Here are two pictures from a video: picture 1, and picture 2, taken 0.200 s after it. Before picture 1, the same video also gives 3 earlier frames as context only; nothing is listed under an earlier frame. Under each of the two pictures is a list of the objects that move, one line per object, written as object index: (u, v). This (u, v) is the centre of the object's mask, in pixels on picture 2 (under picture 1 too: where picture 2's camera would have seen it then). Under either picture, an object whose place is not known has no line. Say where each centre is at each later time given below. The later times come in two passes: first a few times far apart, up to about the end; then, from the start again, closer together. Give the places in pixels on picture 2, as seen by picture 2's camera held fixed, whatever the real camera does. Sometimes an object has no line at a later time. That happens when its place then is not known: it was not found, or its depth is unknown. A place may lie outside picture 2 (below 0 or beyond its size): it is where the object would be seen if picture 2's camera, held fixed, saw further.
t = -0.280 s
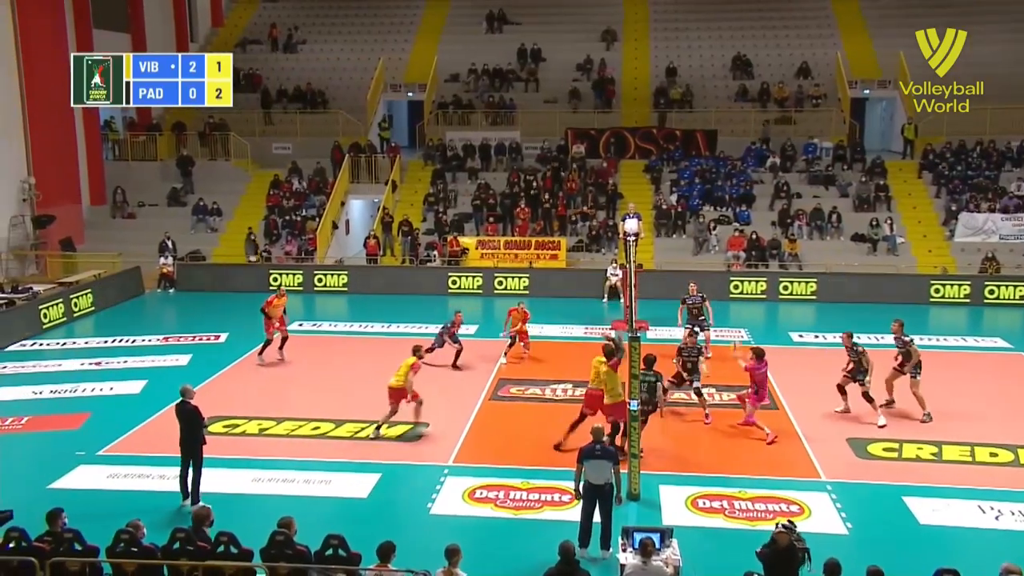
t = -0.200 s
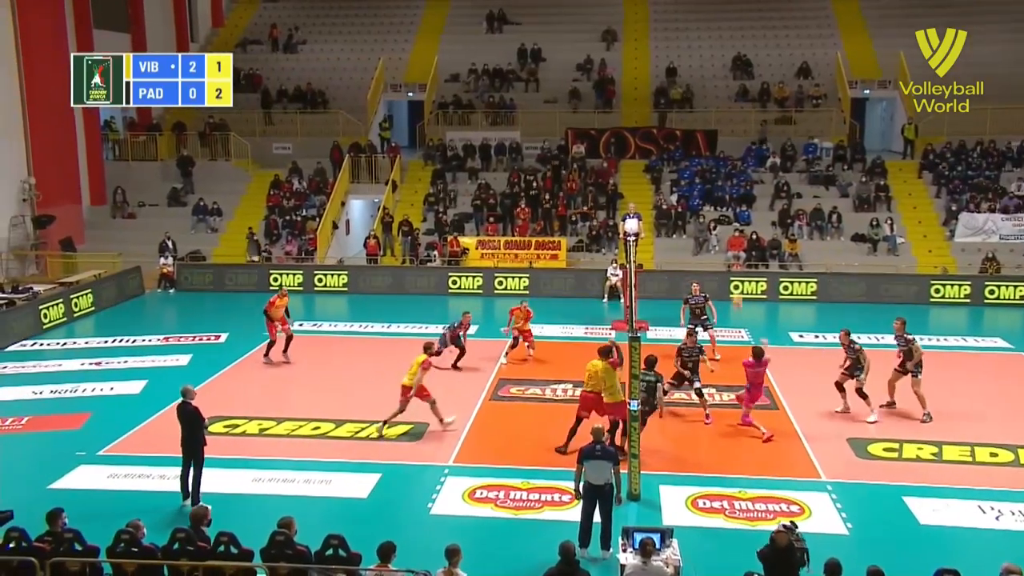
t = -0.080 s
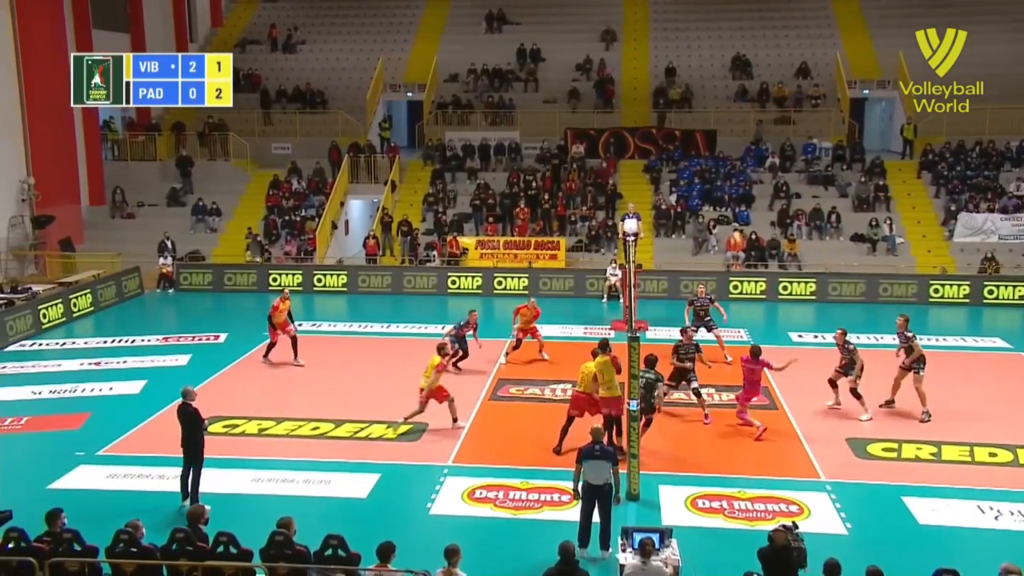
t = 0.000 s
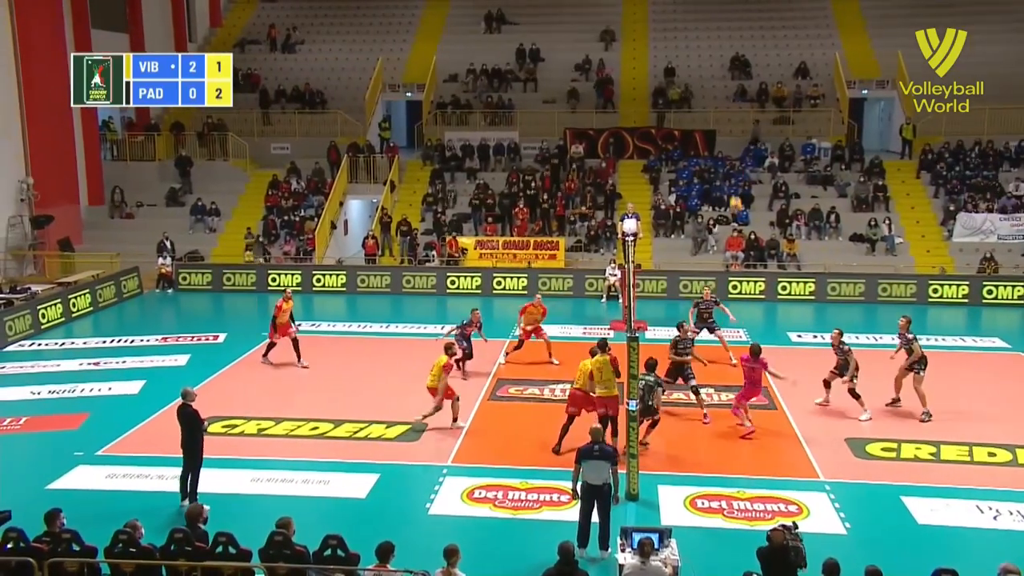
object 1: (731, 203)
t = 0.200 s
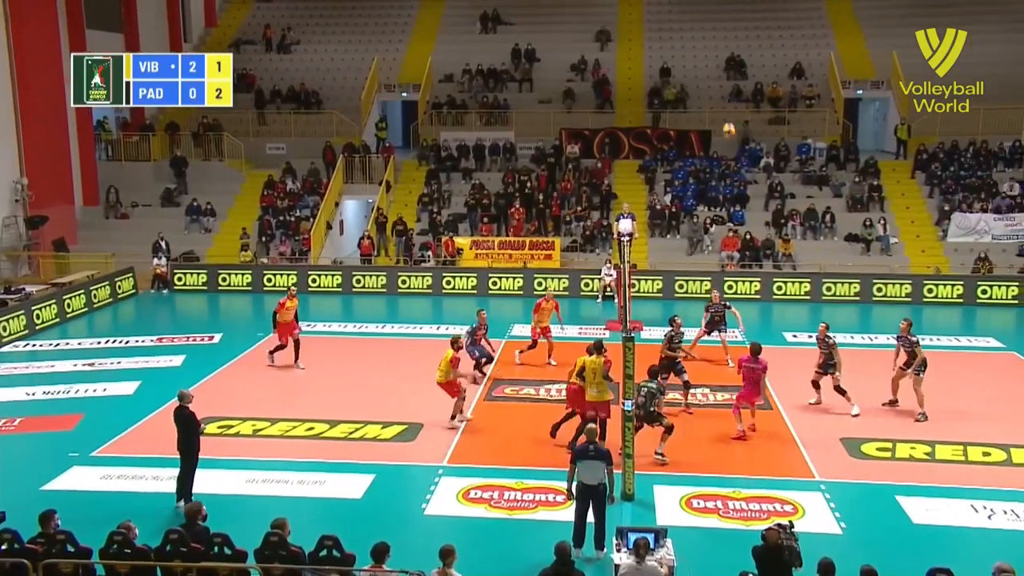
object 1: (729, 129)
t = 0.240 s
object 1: (728, 118)
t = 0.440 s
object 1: (724, 72)
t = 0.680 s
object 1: (719, 44)
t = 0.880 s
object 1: (713, 47)
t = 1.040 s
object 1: (709, 66)
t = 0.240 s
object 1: (728, 118)
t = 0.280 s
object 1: (727, 106)
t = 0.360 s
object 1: (726, 87)
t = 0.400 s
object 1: (725, 78)
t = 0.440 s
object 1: (724, 72)
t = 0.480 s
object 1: (723, 65)
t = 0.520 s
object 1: (722, 59)
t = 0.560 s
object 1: (722, 54)
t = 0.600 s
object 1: (721, 50)
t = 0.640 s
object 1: (720, 47)
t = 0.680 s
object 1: (719, 44)
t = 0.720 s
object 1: (718, 43)
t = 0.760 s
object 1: (717, 43)
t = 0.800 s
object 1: (716, 43)
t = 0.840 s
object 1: (714, 44)
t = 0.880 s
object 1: (713, 47)
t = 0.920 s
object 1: (712, 50)
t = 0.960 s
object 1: (711, 54)
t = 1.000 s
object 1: (710, 59)
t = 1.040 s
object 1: (709, 66)
